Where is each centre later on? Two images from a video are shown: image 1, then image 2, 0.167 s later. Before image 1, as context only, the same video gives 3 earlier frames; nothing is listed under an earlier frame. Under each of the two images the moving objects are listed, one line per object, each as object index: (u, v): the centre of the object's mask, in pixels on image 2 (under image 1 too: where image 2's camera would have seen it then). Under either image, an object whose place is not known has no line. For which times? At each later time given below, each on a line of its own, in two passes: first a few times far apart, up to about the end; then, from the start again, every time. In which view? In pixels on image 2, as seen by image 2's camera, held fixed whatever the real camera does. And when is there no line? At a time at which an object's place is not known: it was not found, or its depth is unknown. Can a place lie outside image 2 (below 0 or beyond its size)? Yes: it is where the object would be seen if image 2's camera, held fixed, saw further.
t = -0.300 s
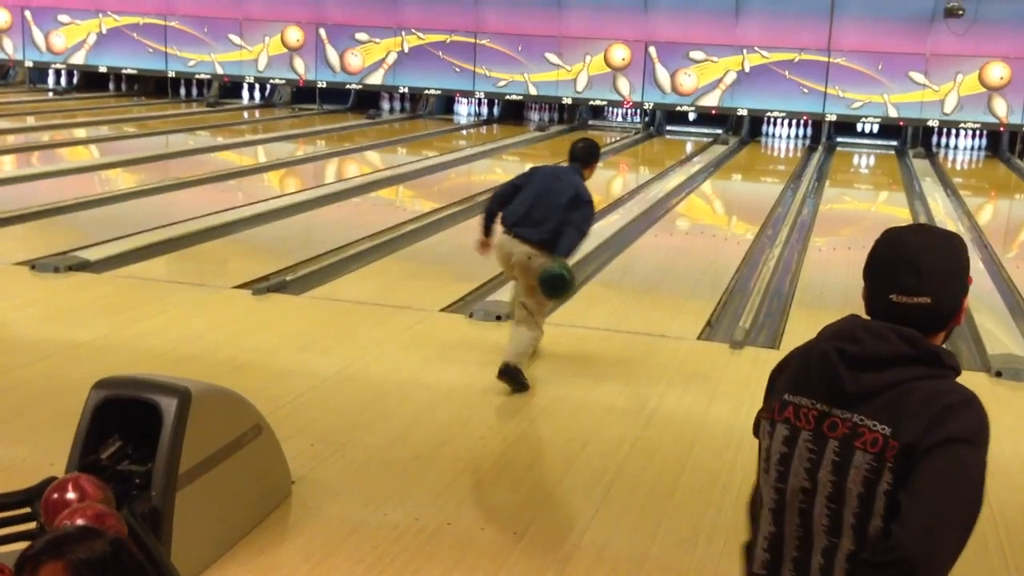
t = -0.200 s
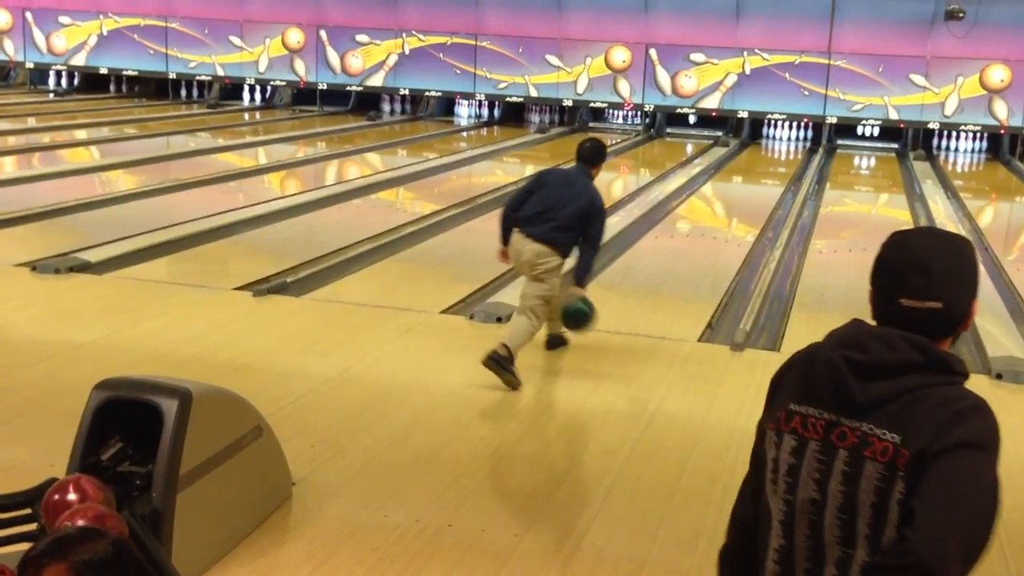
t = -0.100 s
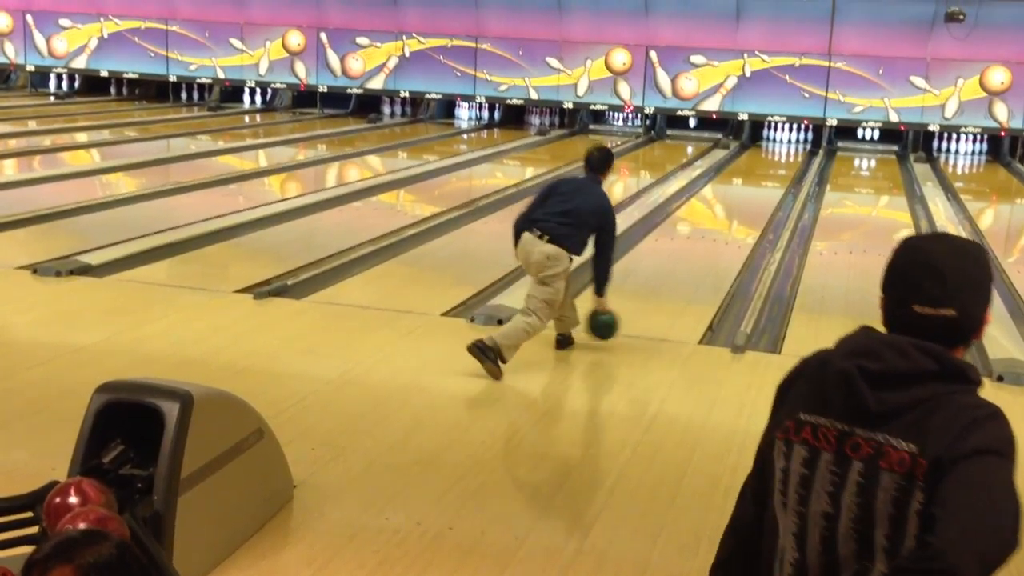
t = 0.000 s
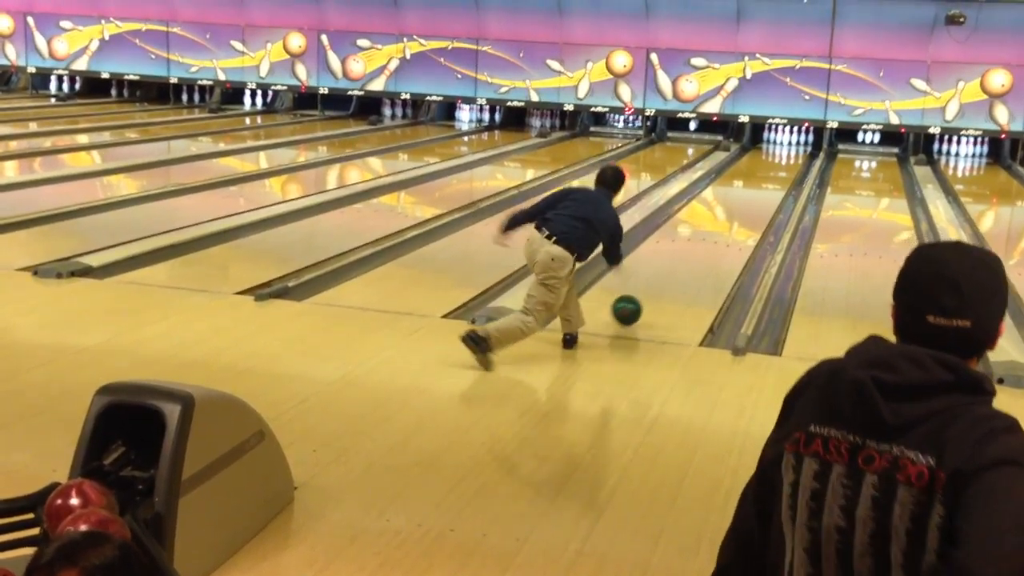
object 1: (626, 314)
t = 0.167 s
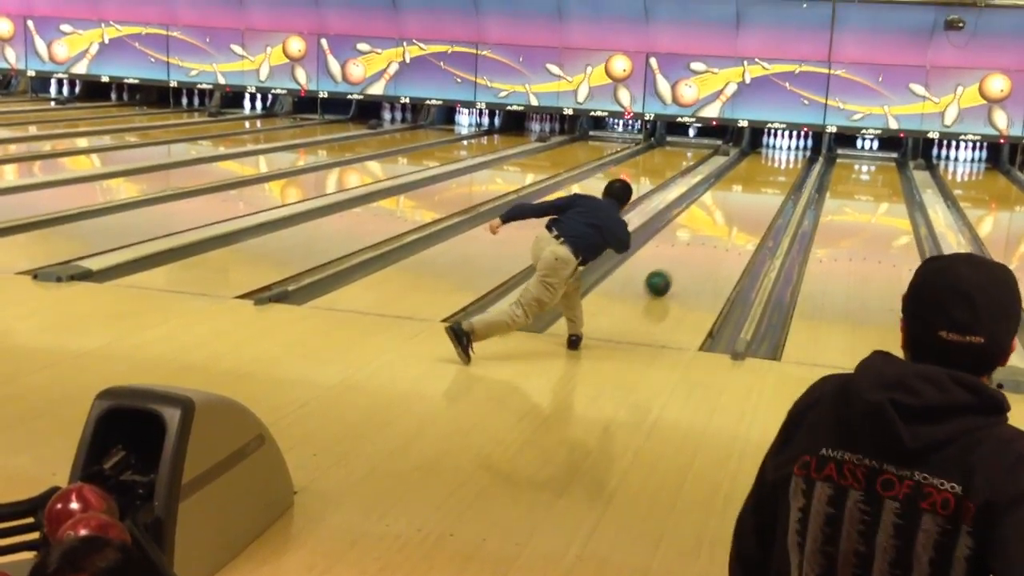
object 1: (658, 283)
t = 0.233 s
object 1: (668, 272)
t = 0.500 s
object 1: (702, 236)
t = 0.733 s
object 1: (723, 214)
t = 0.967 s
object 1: (740, 197)
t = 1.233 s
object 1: (754, 182)
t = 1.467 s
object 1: (764, 170)
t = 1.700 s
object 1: (773, 161)
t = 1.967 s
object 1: (781, 152)
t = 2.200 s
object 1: (787, 147)
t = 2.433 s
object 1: (796, 143)
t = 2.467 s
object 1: (797, 143)
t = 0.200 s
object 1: (663, 277)
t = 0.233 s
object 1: (668, 272)
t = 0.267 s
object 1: (673, 266)
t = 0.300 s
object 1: (678, 261)
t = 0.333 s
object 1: (682, 257)
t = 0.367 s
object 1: (687, 252)
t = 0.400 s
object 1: (691, 248)
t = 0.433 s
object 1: (695, 244)
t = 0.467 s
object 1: (698, 240)
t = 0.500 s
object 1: (702, 236)
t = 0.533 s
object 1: (705, 233)
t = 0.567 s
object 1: (709, 229)
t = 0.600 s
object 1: (711, 226)
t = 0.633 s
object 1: (715, 223)
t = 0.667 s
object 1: (718, 220)
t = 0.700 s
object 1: (720, 217)
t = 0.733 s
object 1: (723, 214)
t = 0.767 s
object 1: (726, 211)
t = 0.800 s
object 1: (728, 209)
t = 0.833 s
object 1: (731, 206)
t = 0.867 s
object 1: (733, 204)
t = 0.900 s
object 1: (735, 201)
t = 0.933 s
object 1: (738, 199)
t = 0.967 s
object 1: (740, 197)
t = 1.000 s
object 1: (742, 195)
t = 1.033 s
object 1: (744, 192)
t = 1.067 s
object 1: (746, 191)
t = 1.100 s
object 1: (747, 189)
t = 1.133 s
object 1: (749, 187)
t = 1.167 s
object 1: (751, 185)
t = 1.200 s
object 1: (752, 183)
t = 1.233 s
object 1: (754, 182)
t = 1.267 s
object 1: (756, 180)
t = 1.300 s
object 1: (757, 178)
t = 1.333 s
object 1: (759, 176)
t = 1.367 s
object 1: (761, 175)
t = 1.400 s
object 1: (762, 173)
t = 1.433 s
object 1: (763, 172)
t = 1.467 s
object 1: (764, 170)
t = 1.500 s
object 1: (765, 169)
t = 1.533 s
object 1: (767, 167)
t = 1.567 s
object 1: (768, 166)
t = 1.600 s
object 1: (770, 165)
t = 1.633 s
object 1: (771, 164)
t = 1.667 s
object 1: (772, 162)
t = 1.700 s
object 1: (773, 161)
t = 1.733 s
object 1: (774, 160)
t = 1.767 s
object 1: (775, 159)
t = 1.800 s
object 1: (776, 158)
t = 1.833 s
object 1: (777, 156)
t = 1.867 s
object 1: (778, 155)
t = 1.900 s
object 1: (779, 154)
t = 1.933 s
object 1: (780, 153)
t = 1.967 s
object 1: (781, 152)
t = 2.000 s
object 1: (782, 151)
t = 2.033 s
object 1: (783, 151)
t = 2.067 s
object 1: (784, 150)
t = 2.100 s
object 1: (785, 149)
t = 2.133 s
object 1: (785, 148)
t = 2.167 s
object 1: (786, 148)
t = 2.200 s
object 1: (787, 147)
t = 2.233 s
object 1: (788, 146)
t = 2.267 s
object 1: (790, 145)
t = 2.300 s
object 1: (792, 145)
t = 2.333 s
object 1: (794, 145)
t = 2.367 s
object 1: (795, 144)
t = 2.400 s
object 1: (796, 144)
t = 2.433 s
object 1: (796, 143)
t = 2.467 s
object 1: (797, 143)
